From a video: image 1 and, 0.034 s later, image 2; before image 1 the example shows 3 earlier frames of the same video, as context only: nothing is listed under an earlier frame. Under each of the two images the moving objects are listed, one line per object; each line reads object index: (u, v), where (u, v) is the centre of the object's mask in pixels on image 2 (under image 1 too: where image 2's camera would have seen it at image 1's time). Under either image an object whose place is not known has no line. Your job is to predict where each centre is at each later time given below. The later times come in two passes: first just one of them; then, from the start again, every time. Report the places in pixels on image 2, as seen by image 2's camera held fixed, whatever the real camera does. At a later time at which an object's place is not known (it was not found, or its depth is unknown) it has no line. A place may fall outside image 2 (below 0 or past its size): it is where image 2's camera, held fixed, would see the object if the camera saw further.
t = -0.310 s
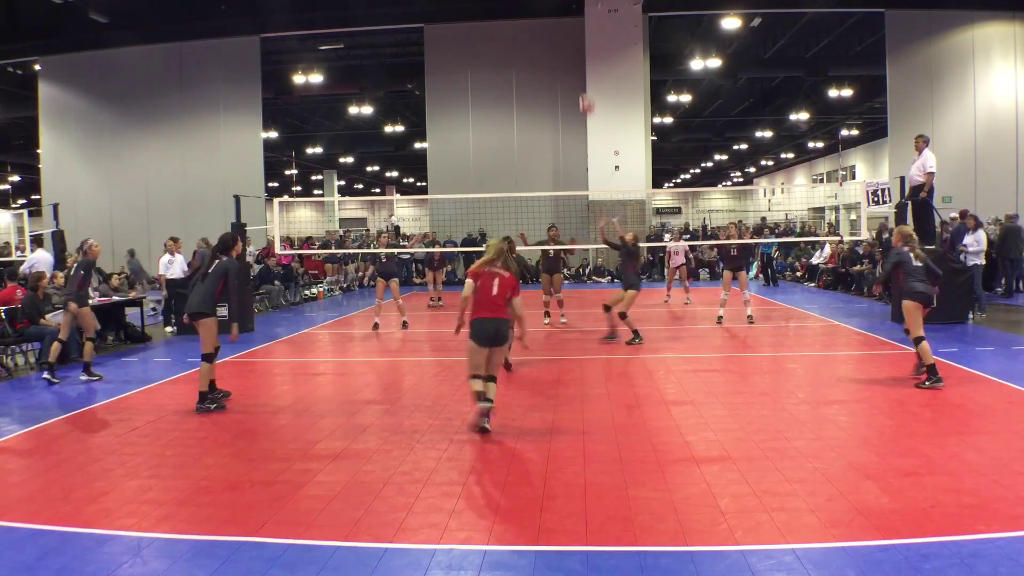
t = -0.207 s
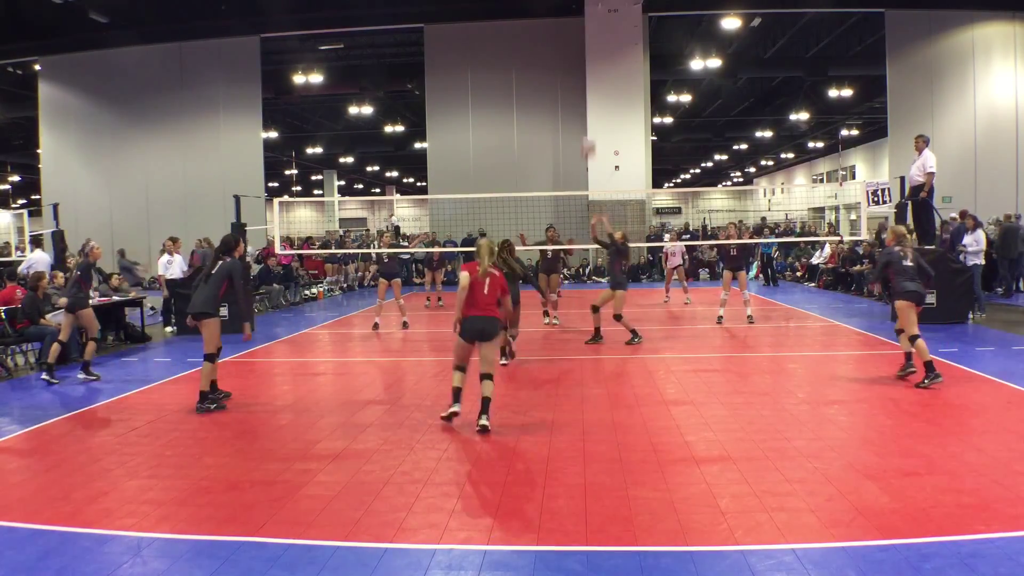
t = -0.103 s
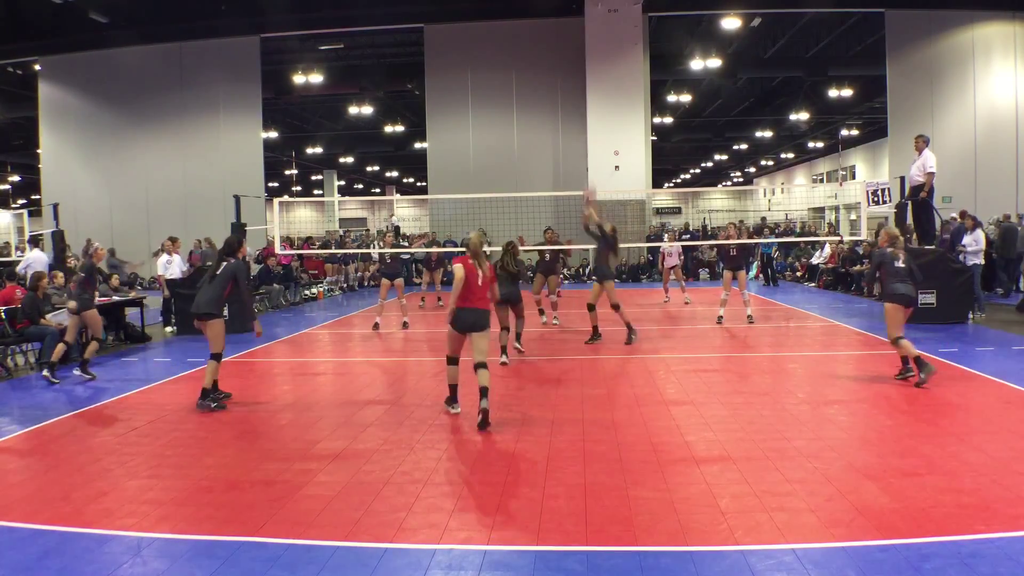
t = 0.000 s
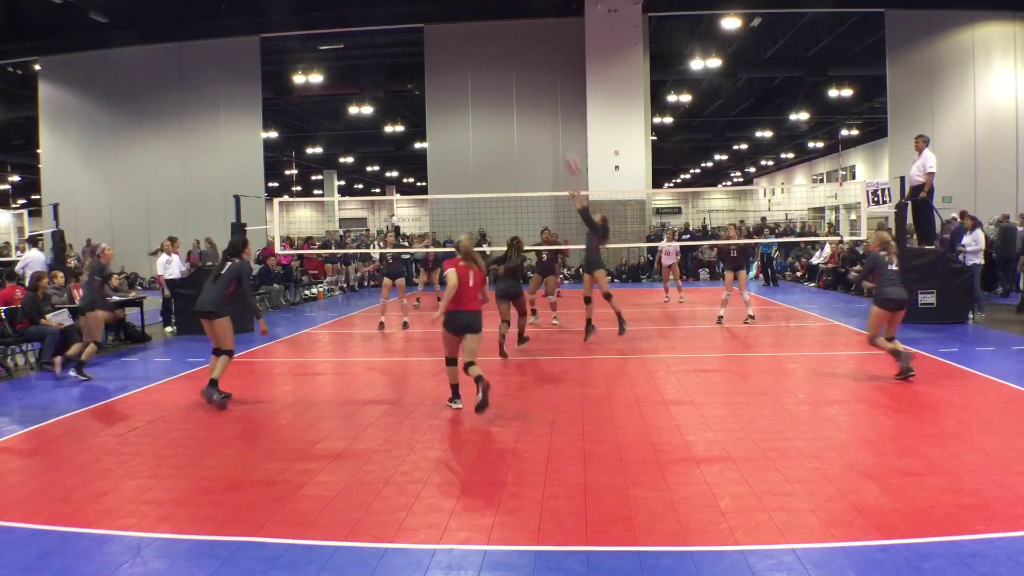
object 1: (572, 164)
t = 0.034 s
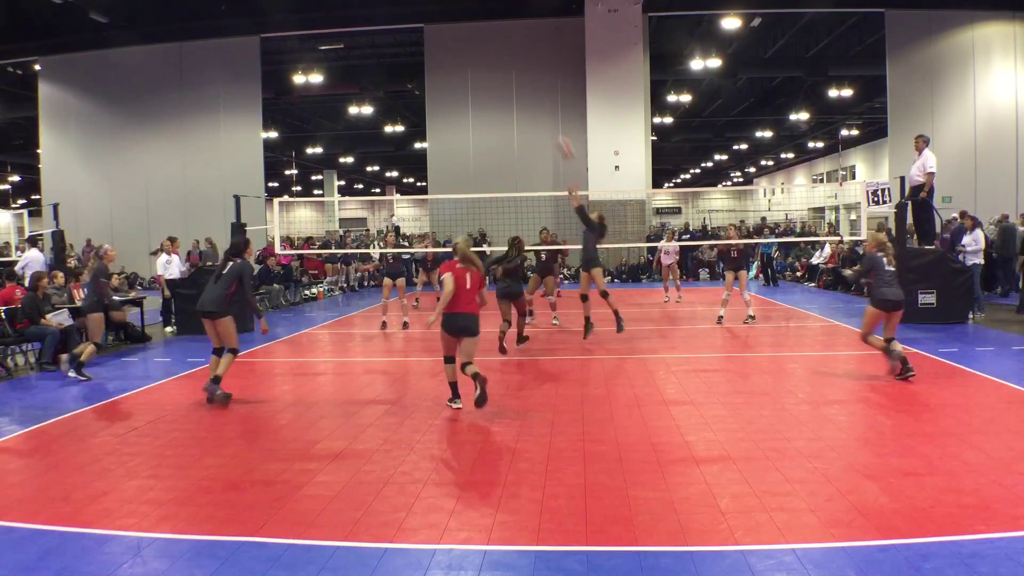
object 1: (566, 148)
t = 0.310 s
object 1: (505, 46)
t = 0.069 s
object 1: (557, 132)
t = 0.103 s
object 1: (550, 117)
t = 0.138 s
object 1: (543, 102)
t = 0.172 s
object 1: (535, 89)
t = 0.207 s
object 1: (527, 77)
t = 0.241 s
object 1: (520, 67)
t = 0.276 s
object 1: (512, 56)
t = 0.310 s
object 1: (505, 46)
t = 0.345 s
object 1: (498, 37)
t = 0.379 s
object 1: (491, 30)
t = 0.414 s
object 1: (484, 22)
